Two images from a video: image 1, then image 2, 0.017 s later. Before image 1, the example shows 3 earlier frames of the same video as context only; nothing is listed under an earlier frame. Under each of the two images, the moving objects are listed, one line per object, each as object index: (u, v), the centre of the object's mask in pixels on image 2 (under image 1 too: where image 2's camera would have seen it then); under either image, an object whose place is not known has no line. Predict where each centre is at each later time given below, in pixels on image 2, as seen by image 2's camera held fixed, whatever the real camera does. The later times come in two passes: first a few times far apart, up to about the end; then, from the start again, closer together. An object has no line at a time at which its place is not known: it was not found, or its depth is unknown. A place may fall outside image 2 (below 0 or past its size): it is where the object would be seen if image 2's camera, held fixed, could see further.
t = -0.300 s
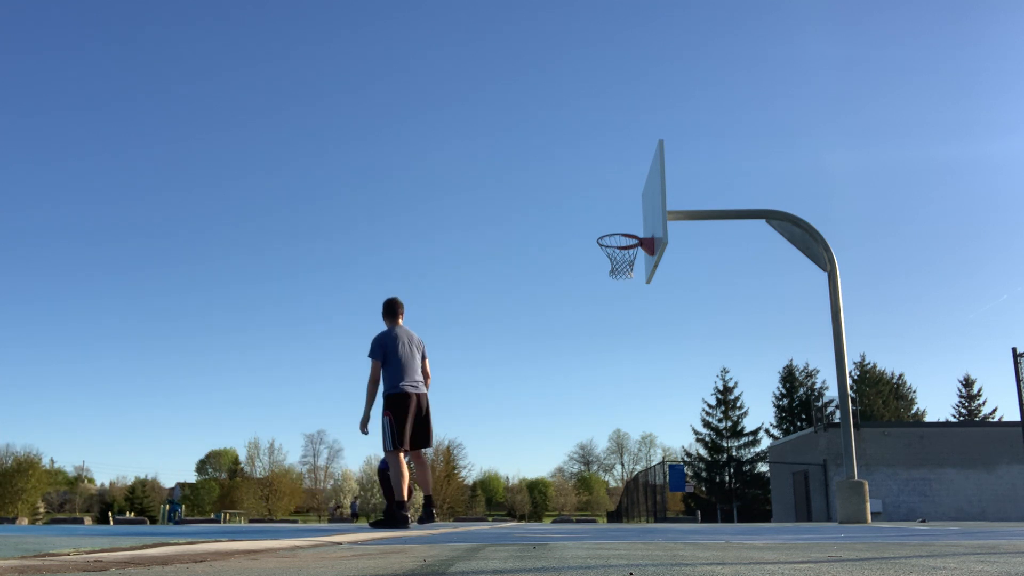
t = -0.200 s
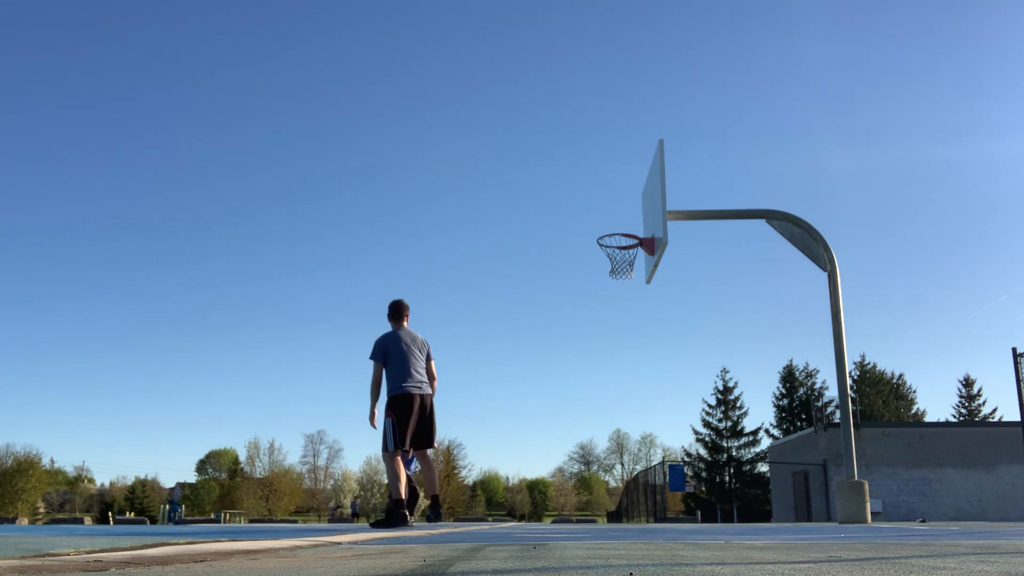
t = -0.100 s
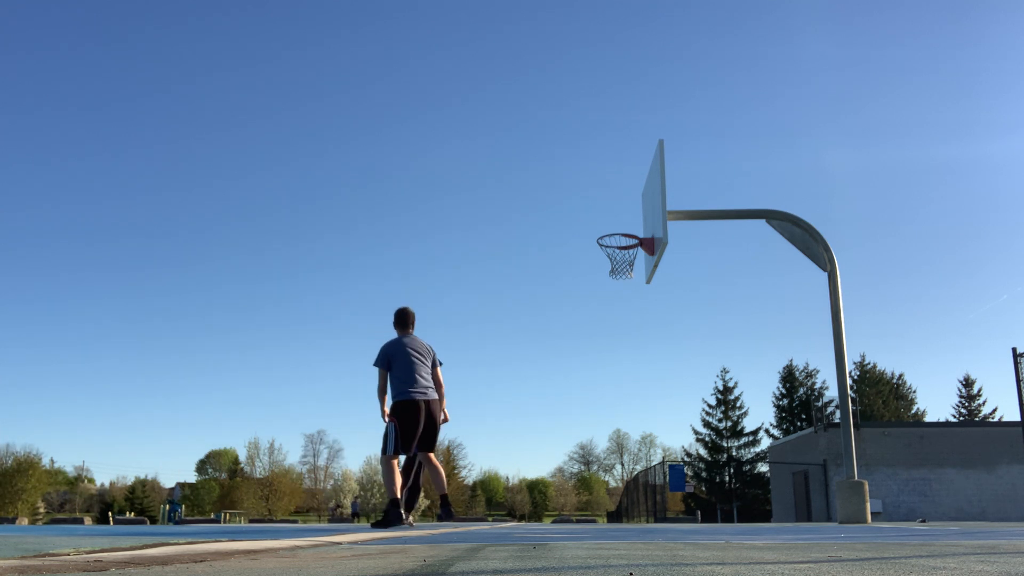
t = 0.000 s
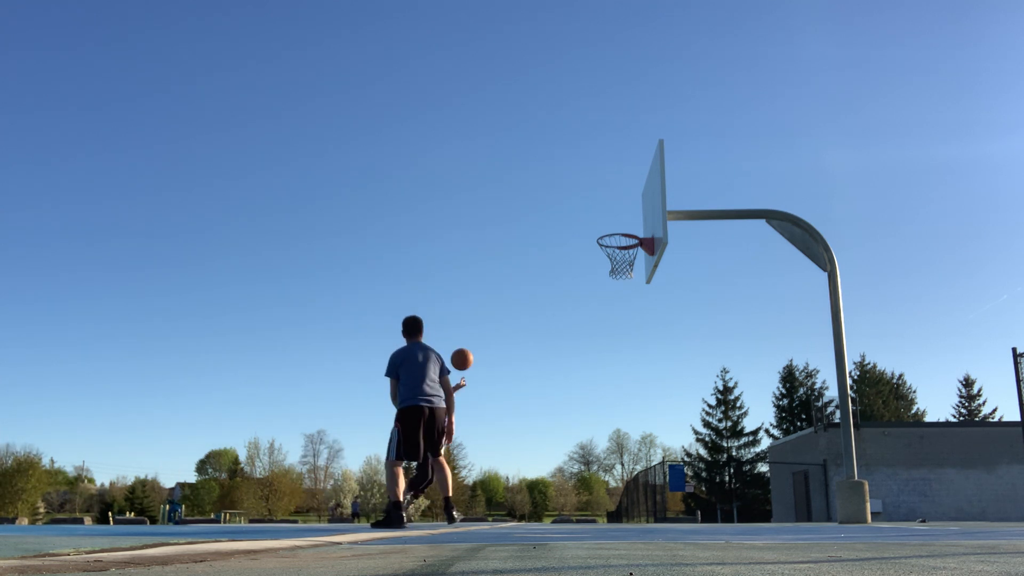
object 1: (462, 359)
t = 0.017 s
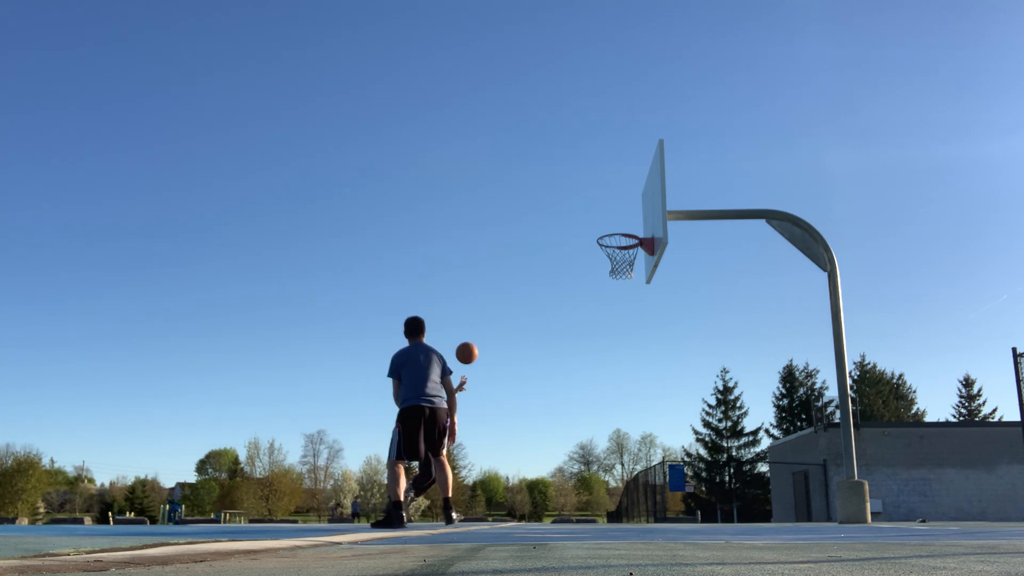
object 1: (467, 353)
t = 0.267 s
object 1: (537, 291)
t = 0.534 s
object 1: (608, 287)
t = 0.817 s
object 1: (684, 348)
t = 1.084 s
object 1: (761, 468)
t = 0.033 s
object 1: (472, 346)
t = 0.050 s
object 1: (477, 341)
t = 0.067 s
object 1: (481, 335)
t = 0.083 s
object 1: (486, 330)
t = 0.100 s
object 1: (491, 325)
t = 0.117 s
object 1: (496, 321)
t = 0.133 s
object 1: (500, 316)
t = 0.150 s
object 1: (505, 312)
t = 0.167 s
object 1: (510, 308)
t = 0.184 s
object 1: (514, 305)
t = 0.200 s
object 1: (519, 301)
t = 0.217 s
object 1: (523, 298)
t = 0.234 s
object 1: (528, 295)
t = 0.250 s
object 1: (533, 293)
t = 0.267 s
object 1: (537, 291)
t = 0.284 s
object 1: (542, 289)
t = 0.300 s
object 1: (546, 287)
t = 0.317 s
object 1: (551, 285)
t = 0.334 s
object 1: (555, 284)
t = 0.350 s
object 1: (560, 283)
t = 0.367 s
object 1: (564, 282)
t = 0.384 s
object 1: (568, 282)
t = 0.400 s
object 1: (573, 281)
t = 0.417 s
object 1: (577, 281)
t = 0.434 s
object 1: (582, 281)
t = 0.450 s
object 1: (586, 281)
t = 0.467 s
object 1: (591, 282)
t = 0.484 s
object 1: (595, 283)
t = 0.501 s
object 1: (599, 284)
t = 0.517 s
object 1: (604, 285)
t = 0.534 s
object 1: (608, 287)
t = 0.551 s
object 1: (613, 289)
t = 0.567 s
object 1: (617, 291)
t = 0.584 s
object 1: (621, 293)
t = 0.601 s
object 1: (626, 295)
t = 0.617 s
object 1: (630, 298)
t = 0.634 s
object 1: (635, 301)
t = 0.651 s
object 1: (639, 304)
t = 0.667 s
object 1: (644, 307)
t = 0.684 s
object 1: (648, 311)
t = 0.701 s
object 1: (652, 315)
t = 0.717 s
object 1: (657, 319)
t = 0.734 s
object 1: (661, 323)
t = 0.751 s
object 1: (666, 327)
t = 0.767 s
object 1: (670, 332)
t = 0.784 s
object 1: (675, 337)
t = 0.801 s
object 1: (680, 342)
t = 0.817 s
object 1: (684, 348)
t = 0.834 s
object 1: (689, 353)
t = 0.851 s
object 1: (693, 359)
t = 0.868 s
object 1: (698, 365)
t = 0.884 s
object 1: (703, 372)
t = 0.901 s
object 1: (707, 378)
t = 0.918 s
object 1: (712, 385)
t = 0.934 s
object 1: (717, 393)
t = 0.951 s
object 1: (722, 400)
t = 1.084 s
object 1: (761, 468)
